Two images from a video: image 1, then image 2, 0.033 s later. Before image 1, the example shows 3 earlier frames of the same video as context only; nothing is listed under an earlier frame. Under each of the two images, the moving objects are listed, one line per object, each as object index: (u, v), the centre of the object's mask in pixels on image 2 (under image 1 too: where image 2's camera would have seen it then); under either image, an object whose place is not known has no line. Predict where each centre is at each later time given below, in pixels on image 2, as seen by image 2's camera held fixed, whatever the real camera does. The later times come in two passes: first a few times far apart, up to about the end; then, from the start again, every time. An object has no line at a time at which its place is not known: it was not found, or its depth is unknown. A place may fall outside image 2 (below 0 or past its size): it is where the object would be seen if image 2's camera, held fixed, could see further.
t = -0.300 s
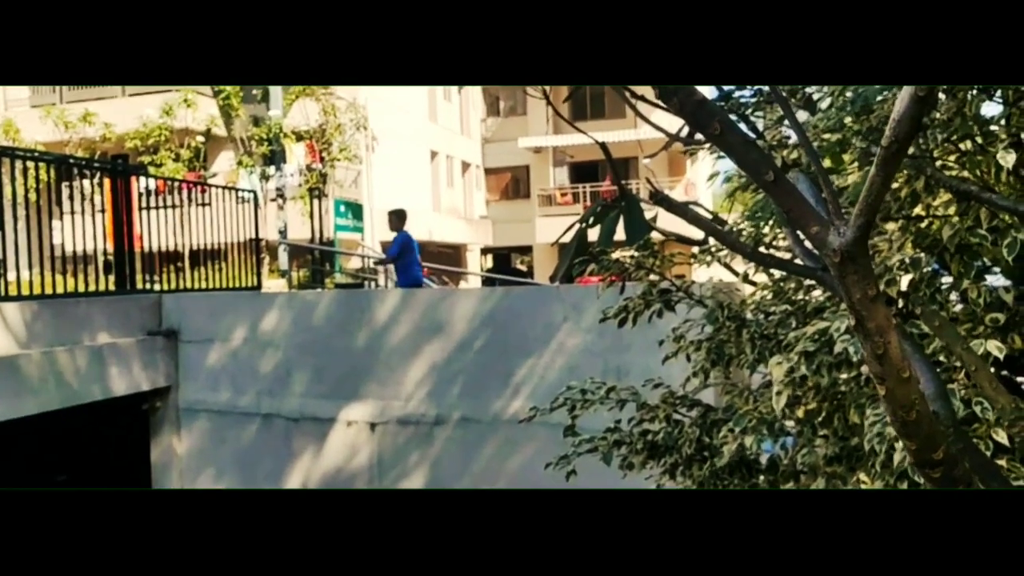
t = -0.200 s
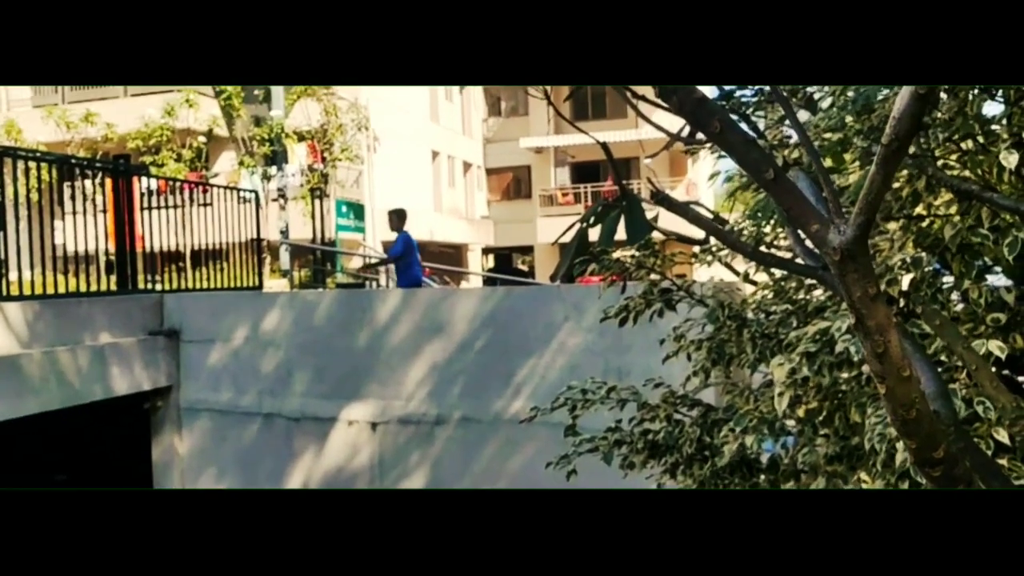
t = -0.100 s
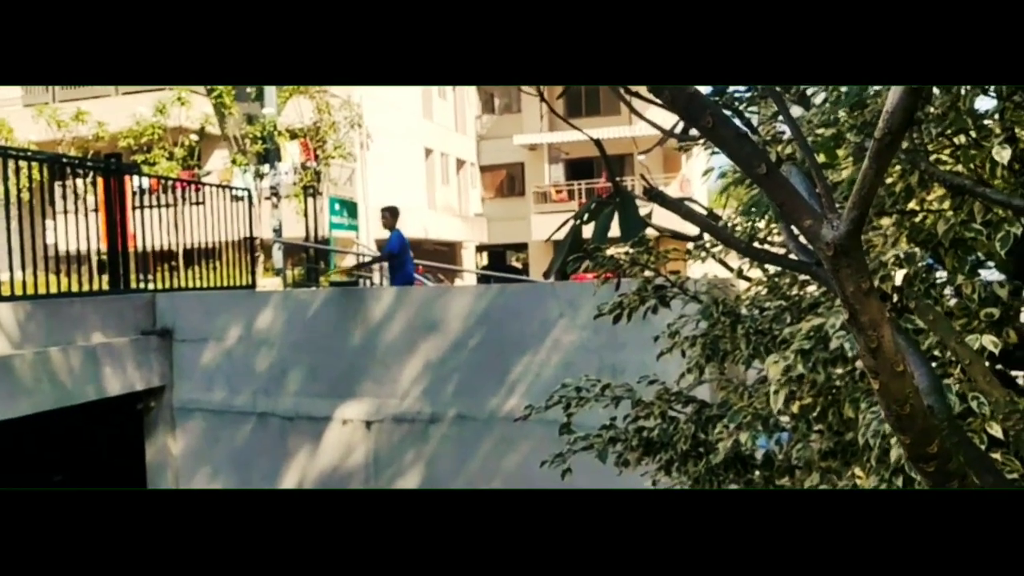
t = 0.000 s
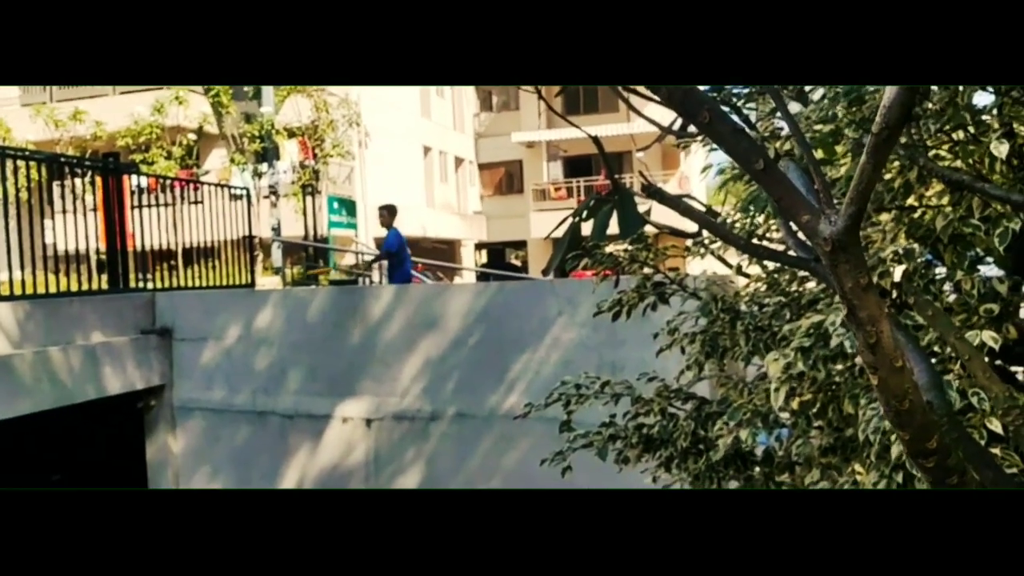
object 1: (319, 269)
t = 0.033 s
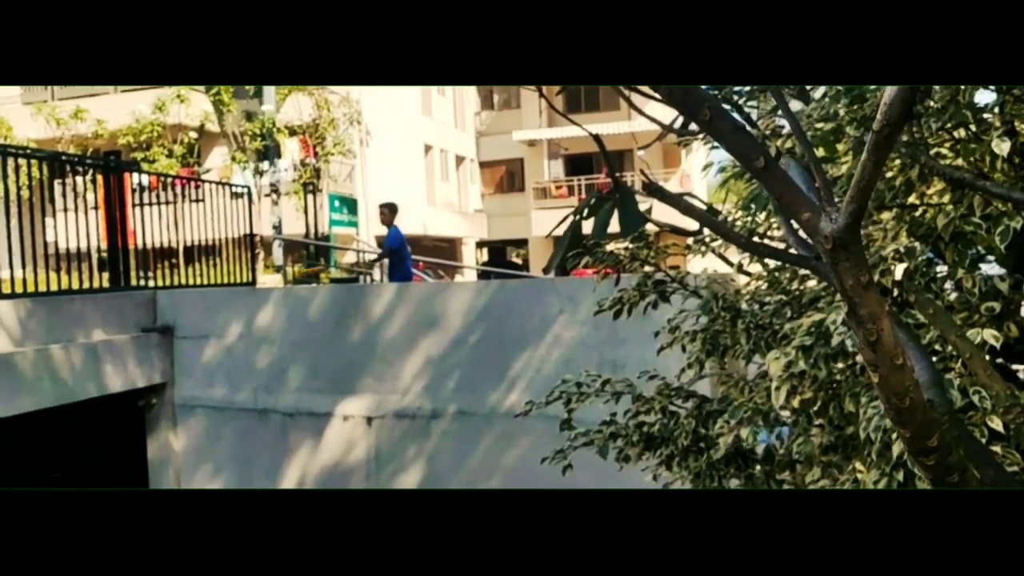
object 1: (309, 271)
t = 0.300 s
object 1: (245, 282)
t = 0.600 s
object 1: (126, 303)
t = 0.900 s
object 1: (-68, 348)
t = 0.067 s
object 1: (306, 272)
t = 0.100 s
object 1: (296, 272)
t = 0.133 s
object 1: (291, 273)
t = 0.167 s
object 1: (286, 275)
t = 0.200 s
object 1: (275, 276)
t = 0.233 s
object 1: (264, 277)
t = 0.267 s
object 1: (253, 280)
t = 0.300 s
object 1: (245, 282)
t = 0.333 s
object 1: (233, 283)
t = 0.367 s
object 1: (218, 286)
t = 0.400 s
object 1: (209, 287)
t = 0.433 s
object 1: (196, 289)
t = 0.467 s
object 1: (186, 292)
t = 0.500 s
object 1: (170, 295)
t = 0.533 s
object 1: (157, 297)
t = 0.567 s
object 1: (142, 300)
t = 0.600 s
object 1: (126, 303)
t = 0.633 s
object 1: (107, 307)
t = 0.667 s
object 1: (90, 311)
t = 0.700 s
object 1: (72, 315)
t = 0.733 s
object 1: (52, 320)
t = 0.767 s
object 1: (32, 324)
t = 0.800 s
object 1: (11, 329)
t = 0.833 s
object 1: (-14, 335)
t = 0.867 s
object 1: (-41, 341)
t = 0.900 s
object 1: (-68, 348)
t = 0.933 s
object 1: (-92, 354)
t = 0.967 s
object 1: (-124, 361)
